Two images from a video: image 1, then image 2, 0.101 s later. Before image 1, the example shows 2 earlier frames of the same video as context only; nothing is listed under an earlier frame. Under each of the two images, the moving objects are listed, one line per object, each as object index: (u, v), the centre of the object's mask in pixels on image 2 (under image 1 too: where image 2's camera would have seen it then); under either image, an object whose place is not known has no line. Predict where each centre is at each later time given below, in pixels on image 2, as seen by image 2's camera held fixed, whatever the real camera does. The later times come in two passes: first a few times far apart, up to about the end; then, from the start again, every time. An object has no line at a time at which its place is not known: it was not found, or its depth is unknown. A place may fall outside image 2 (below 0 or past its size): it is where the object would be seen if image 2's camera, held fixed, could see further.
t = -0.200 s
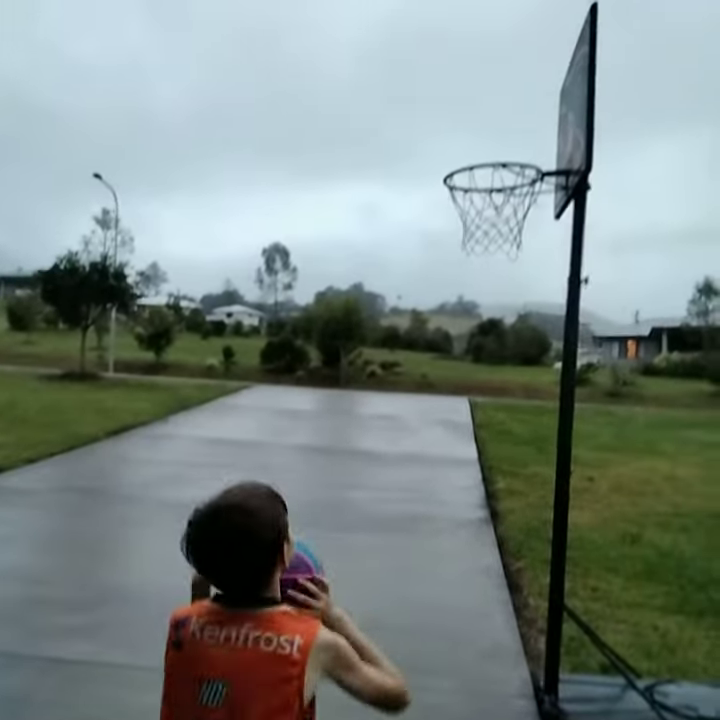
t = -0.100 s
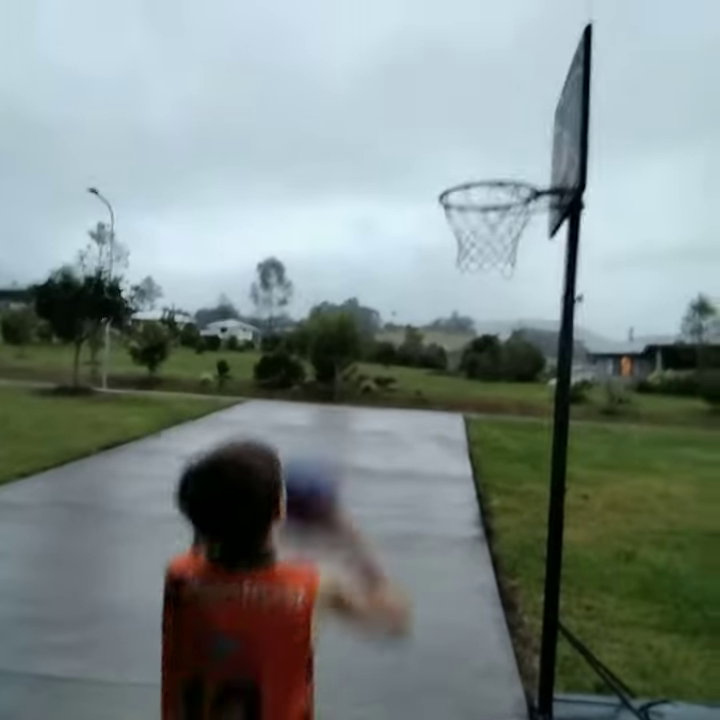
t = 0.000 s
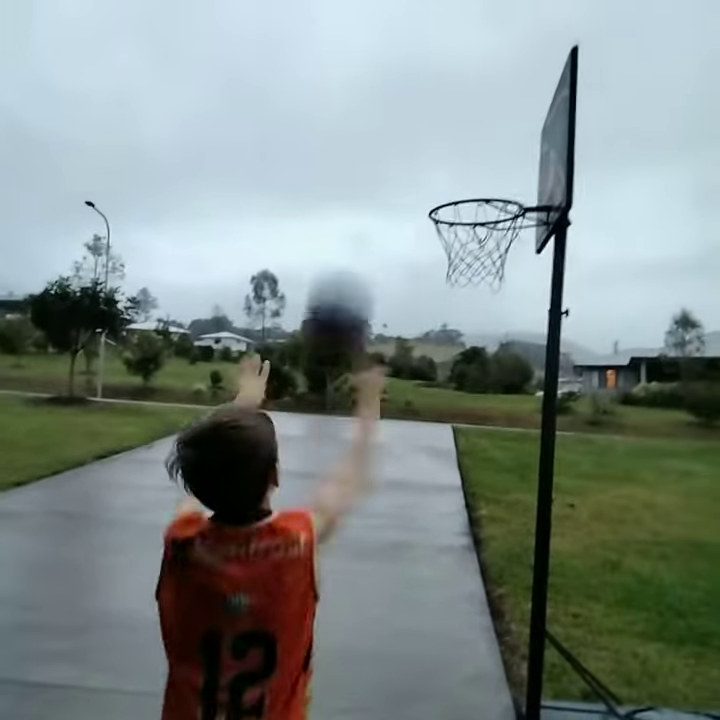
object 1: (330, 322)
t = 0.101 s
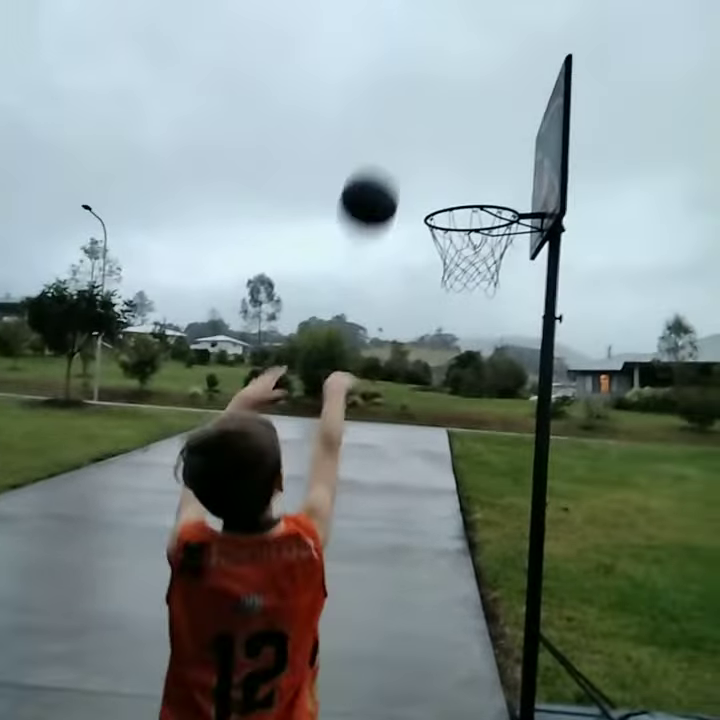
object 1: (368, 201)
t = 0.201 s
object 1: (395, 140)
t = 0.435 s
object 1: (436, 127)
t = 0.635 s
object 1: (457, 199)
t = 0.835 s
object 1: (500, 284)
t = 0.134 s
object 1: (378, 176)
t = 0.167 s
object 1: (387, 156)
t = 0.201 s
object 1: (395, 140)
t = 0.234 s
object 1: (403, 131)
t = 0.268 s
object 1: (410, 123)
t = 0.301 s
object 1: (416, 119)
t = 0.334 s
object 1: (421, 117)
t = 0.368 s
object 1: (426, 118)
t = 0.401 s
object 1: (431, 122)
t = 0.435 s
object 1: (436, 127)
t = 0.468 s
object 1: (440, 135)
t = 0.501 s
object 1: (444, 145)
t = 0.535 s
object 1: (447, 156)
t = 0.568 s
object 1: (450, 169)
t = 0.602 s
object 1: (453, 184)
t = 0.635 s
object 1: (457, 199)
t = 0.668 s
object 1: (460, 214)
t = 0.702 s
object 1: (464, 234)
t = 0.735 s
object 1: (475, 249)
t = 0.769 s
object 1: (485, 264)
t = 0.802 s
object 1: (494, 273)
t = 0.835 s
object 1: (500, 284)
